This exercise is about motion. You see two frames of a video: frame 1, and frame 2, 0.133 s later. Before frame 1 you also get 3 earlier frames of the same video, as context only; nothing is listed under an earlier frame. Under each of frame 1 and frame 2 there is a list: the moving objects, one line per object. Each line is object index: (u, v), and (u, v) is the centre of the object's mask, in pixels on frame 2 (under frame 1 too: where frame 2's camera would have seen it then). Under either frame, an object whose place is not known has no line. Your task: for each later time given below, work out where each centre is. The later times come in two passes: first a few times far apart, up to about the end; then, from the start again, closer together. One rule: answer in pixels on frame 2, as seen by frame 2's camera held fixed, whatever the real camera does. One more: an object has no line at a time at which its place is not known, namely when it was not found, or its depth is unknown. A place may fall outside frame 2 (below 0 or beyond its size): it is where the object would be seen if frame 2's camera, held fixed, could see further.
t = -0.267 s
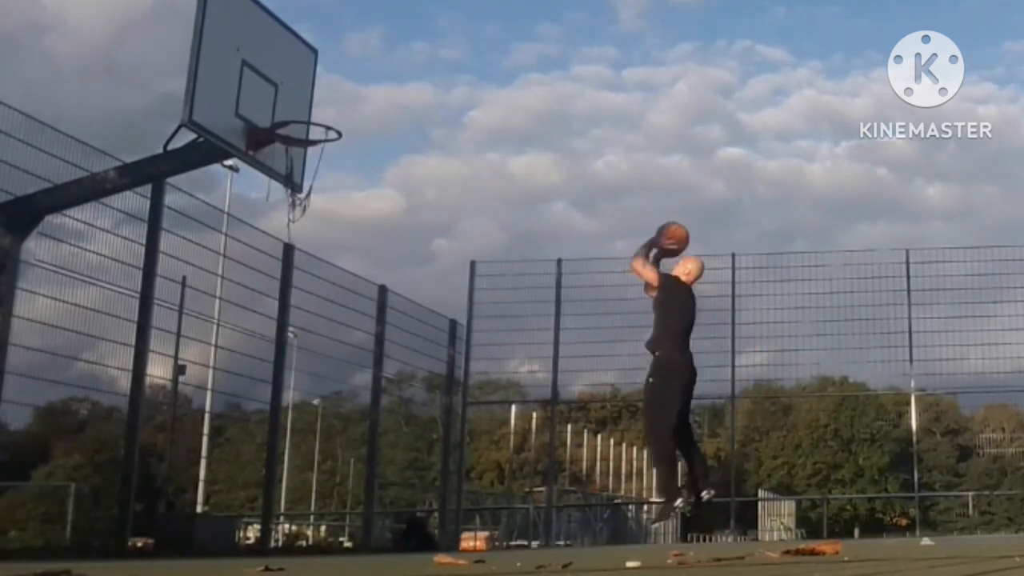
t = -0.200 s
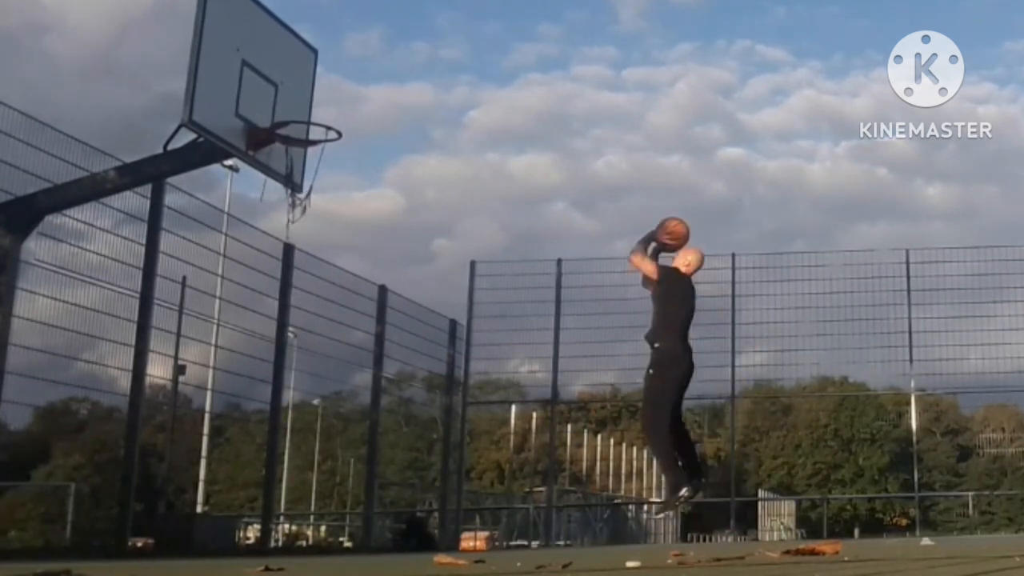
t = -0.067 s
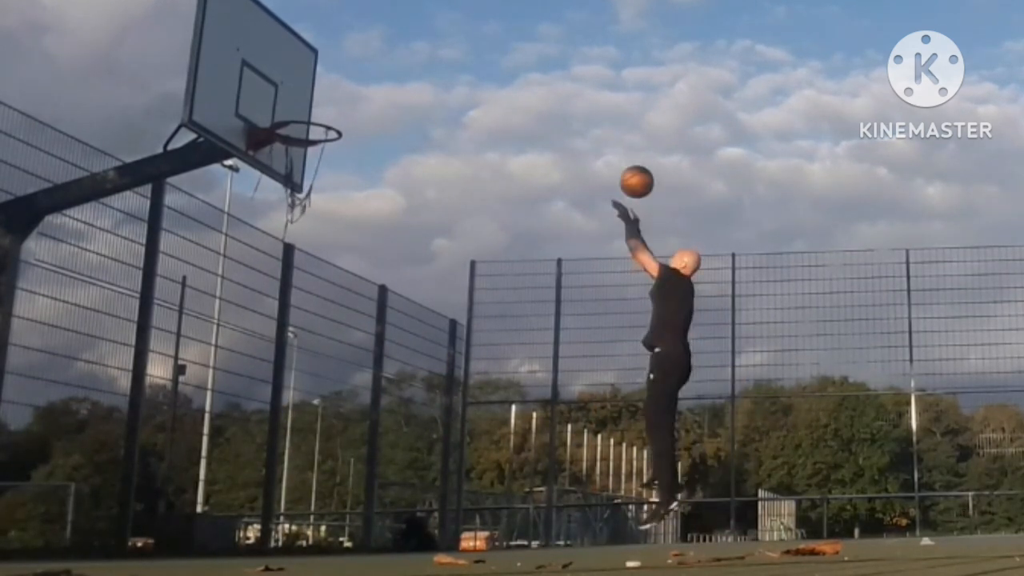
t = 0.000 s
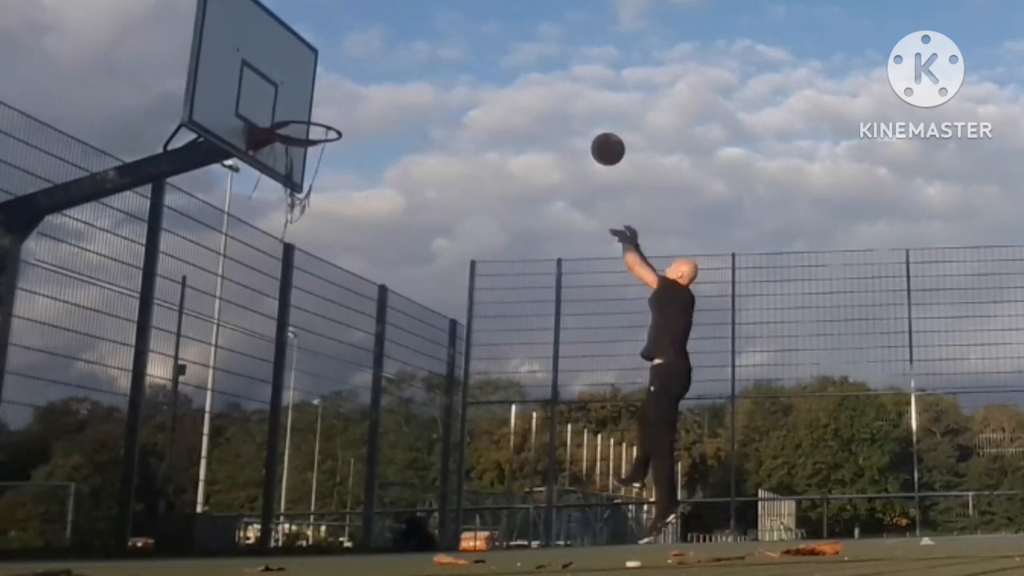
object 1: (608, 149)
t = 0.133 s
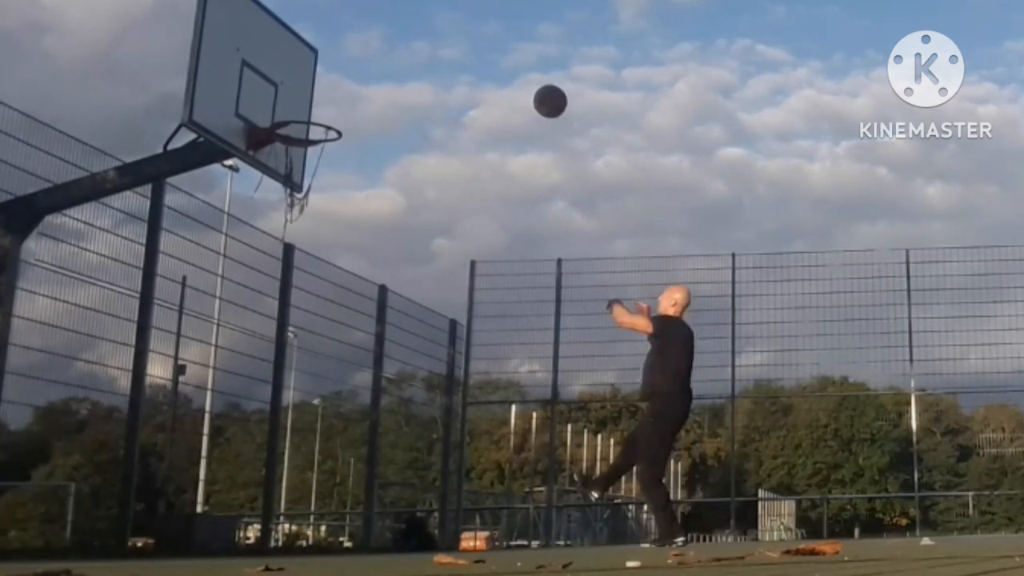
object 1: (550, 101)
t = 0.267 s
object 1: (492, 76)
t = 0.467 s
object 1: (404, 81)
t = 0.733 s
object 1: (348, 90)
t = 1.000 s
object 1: (359, 101)
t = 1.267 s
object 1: (364, 208)
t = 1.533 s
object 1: (360, 427)
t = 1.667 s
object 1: (357, 508)
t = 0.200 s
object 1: (521, 86)
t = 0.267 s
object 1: (492, 76)
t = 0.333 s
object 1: (463, 72)
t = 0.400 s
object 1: (434, 74)
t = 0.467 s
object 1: (404, 81)
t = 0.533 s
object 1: (374, 94)
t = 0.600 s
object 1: (343, 113)
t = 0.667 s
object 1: (344, 101)
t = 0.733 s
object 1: (348, 90)
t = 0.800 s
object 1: (351, 84)
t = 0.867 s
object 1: (354, 84)
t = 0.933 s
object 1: (357, 90)
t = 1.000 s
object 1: (359, 101)
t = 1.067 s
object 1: (361, 118)
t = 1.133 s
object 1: (363, 142)
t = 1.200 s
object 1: (364, 171)
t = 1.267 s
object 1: (364, 208)
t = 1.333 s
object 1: (365, 251)
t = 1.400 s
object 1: (363, 302)
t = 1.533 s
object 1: (360, 427)
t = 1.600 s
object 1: (358, 502)
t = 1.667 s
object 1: (357, 508)
